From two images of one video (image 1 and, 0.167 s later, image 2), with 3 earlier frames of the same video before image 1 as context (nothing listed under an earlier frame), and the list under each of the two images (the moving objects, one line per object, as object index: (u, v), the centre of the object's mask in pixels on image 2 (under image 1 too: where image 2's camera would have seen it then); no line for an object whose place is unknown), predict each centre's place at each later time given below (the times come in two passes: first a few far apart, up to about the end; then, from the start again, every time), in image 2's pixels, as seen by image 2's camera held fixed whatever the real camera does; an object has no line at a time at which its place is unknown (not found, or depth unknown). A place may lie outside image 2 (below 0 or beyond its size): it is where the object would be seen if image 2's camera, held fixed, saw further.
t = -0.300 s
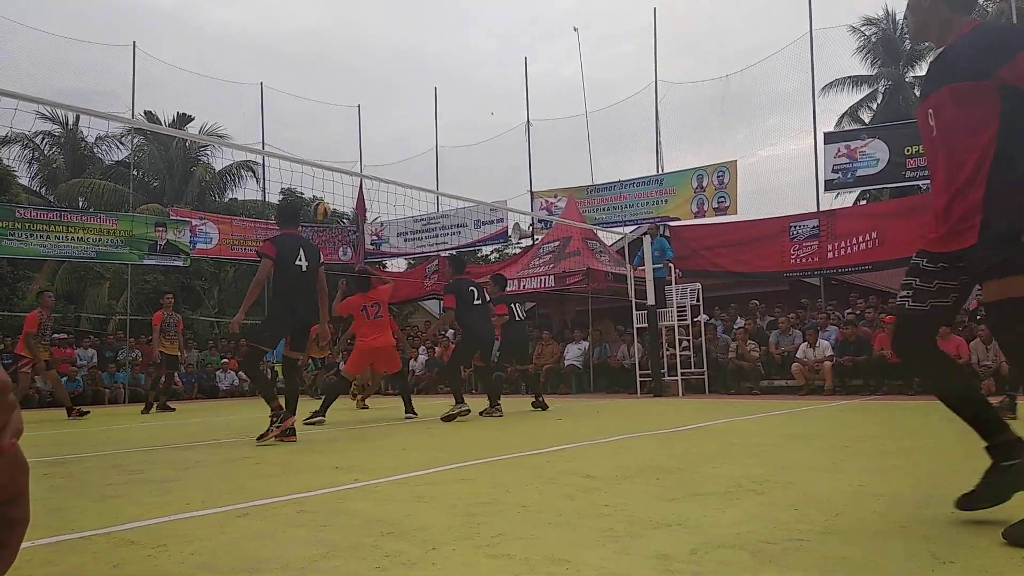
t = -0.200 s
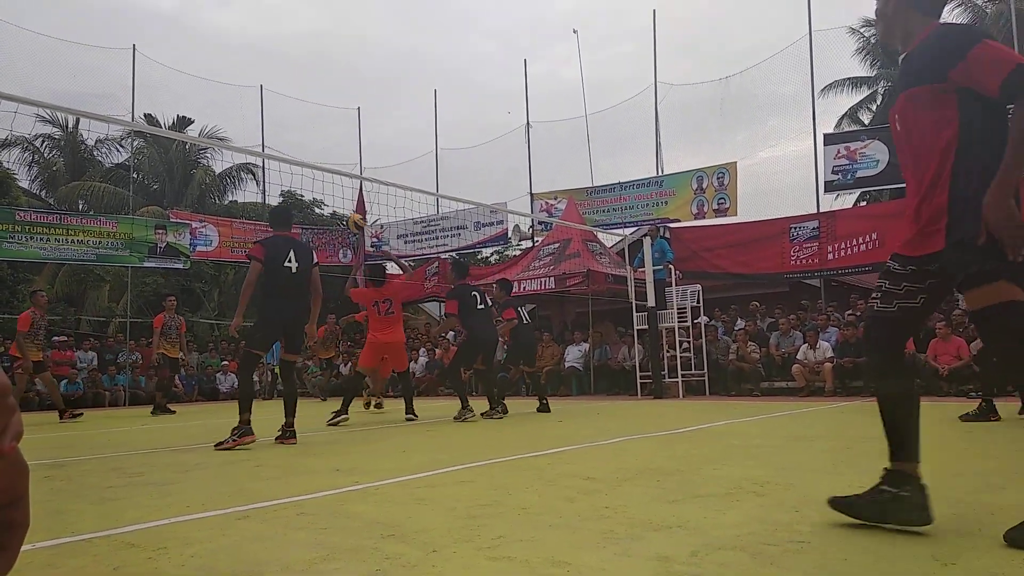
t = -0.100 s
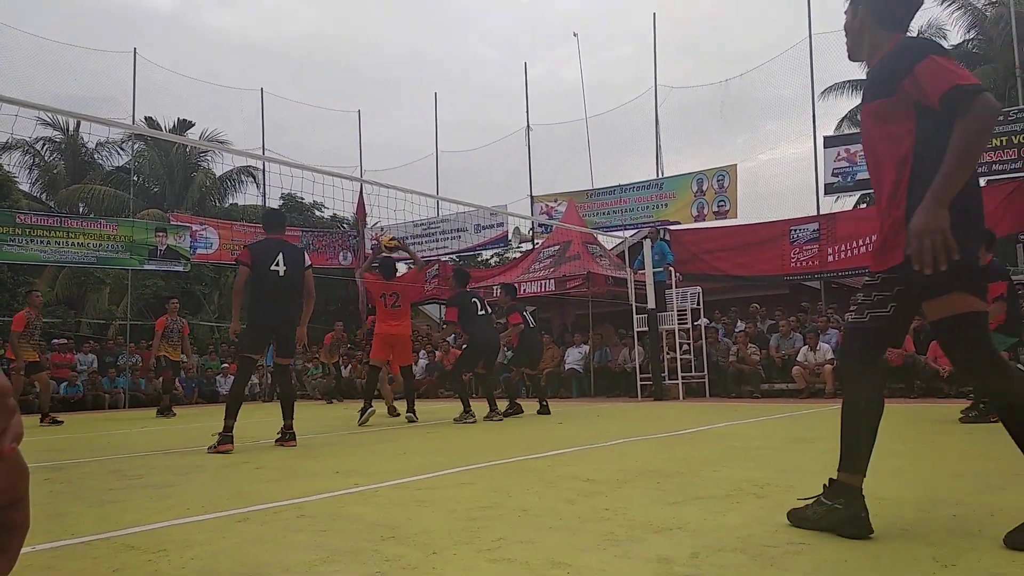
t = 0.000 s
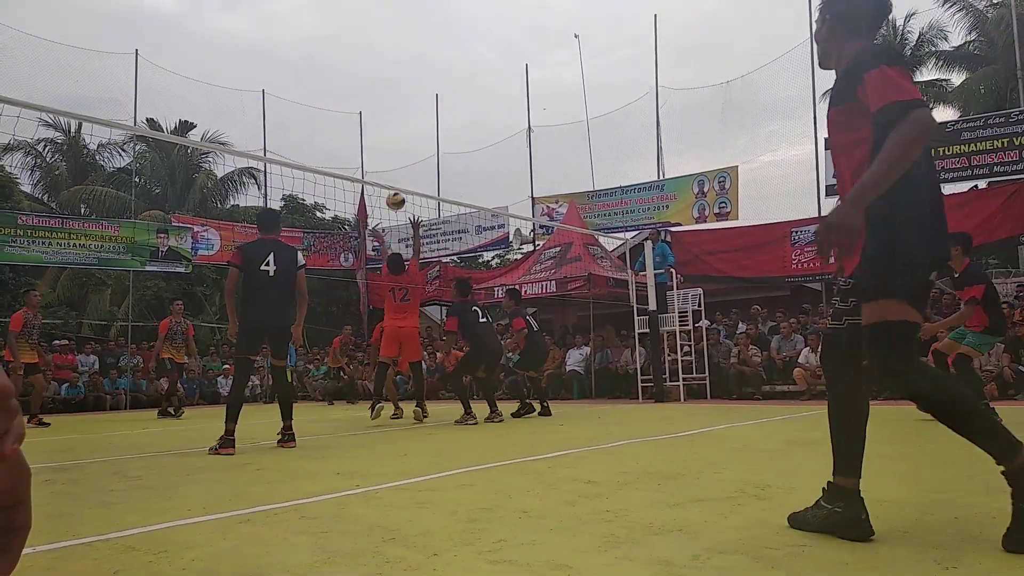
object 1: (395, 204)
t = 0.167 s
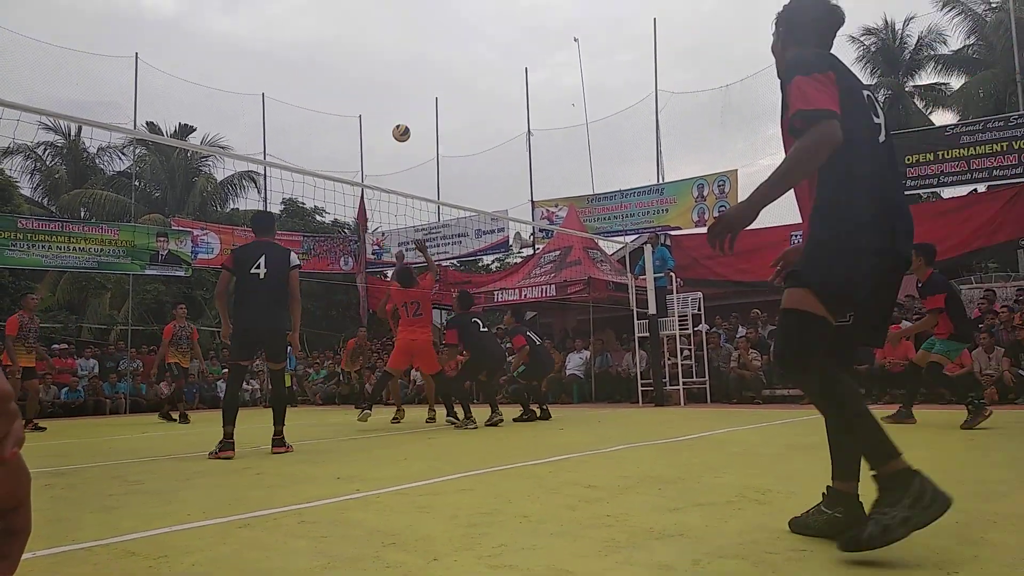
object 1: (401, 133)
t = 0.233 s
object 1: (403, 112)
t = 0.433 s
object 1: (411, 76)
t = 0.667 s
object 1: (421, 74)
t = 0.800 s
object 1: (426, 89)
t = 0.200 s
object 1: (402, 122)
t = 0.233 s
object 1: (403, 112)
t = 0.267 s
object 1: (405, 104)
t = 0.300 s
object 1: (406, 97)
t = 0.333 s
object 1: (408, 90)
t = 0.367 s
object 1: (409, 84)
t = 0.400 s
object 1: (410, 80)
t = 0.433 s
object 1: (411, 76)
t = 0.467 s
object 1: (412, 73)
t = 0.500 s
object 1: (414, 71)
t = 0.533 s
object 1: (415, 70)
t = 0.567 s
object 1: (416, 69)
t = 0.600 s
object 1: (418, 70)
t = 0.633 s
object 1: (419, 71)
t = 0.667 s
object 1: (421, 74)
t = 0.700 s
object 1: (422, 76)
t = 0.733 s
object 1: (423, 80)
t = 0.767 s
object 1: (424, 84)
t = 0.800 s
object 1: (426, 89)
